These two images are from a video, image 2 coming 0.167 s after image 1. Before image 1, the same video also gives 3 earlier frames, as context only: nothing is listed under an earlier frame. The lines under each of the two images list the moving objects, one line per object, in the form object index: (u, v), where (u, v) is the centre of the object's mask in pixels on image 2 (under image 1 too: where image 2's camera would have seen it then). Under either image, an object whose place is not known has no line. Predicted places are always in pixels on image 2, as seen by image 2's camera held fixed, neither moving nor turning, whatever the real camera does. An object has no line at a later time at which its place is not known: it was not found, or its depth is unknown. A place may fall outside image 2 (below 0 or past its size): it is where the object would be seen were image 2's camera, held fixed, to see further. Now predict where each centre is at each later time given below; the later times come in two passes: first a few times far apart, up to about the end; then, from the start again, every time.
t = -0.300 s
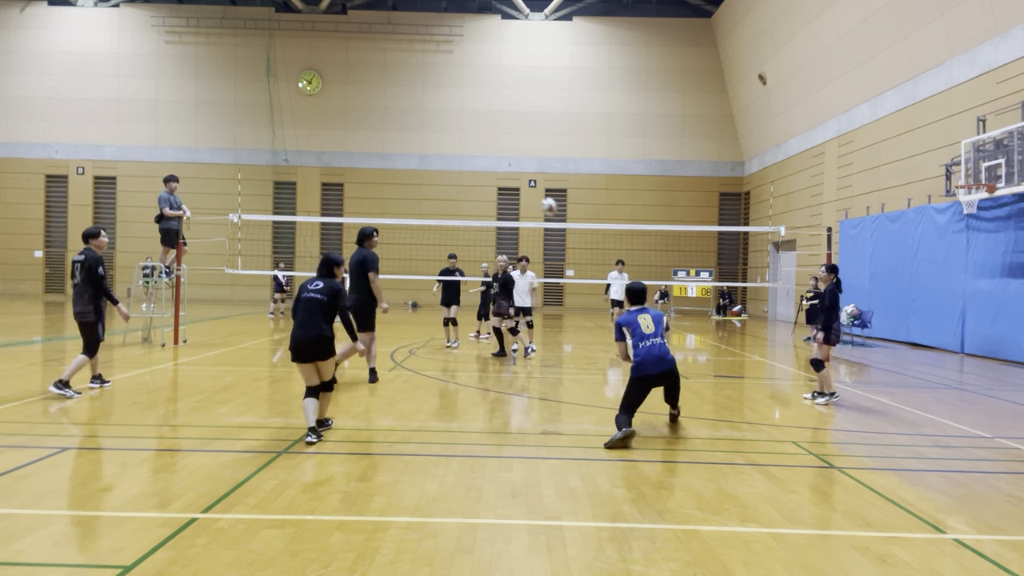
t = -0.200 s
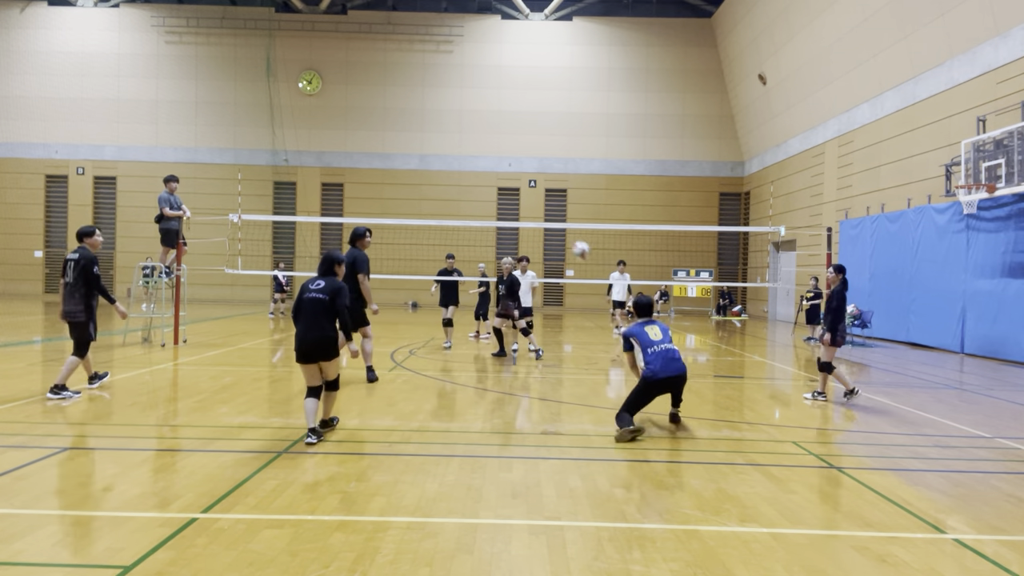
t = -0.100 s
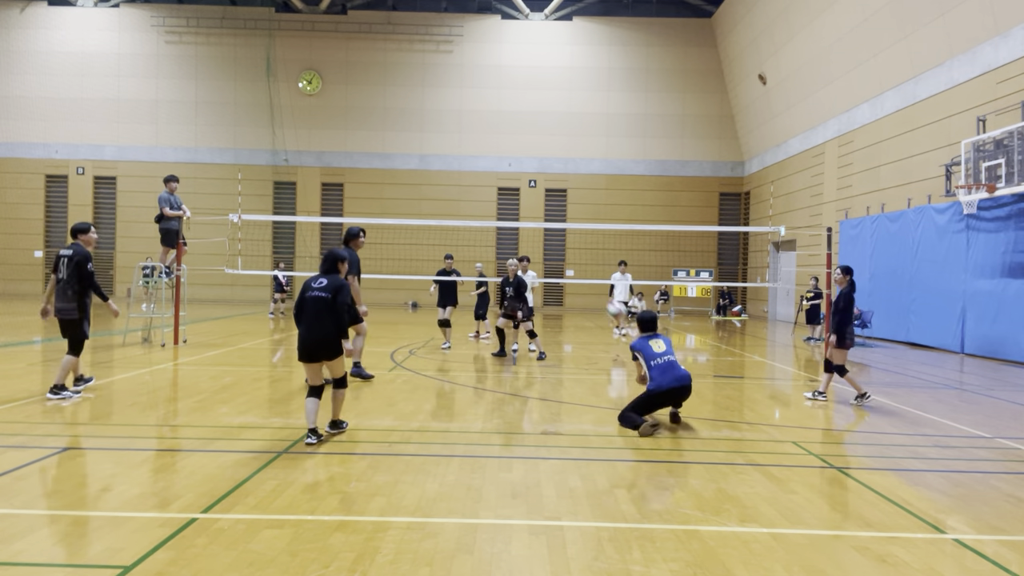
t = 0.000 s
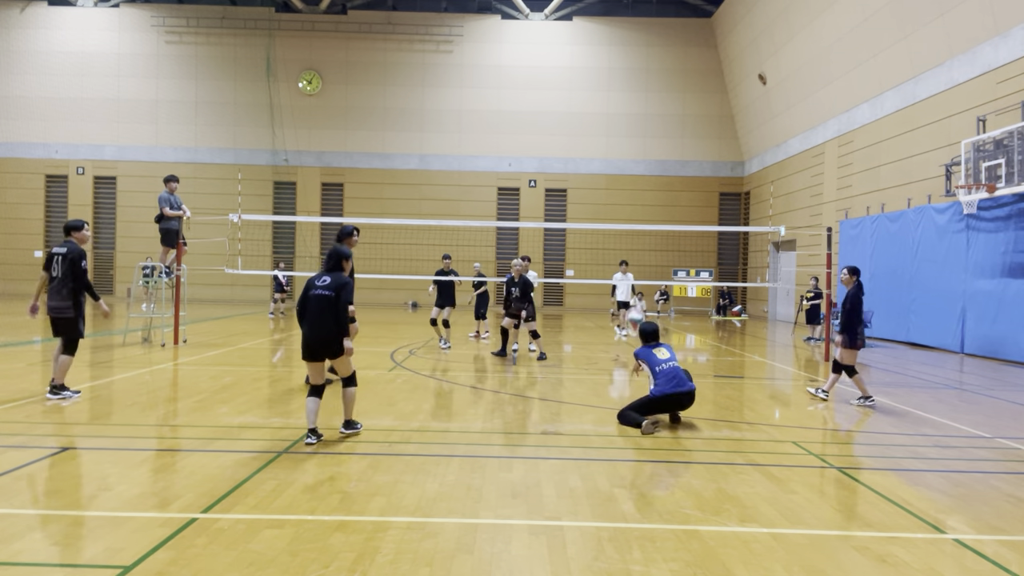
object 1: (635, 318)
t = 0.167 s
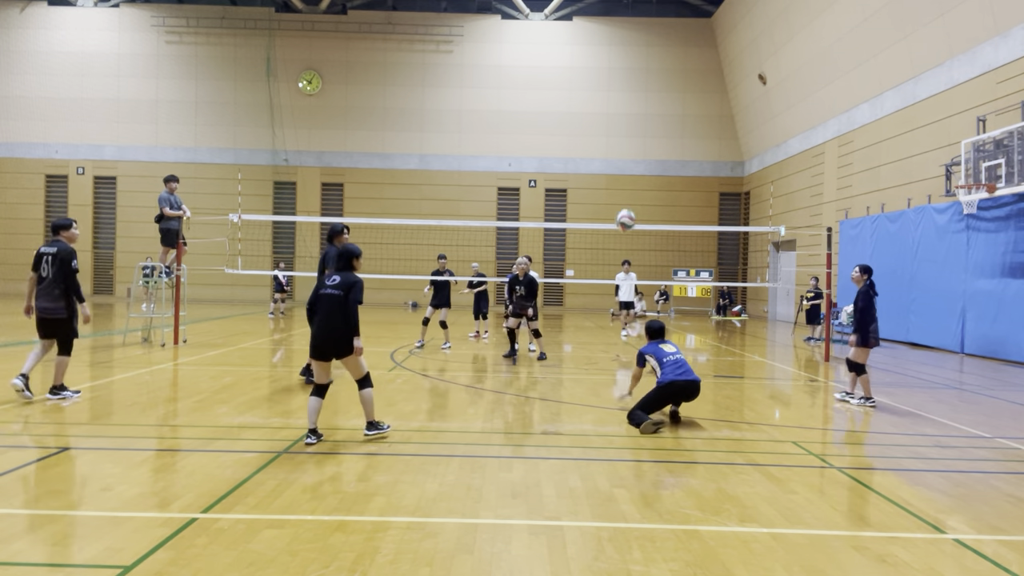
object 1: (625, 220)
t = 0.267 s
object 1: (620, 176)
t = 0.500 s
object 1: (608, 113)
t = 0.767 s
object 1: (594, 104)
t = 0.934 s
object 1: (585, 128)
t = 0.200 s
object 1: (623, 204)
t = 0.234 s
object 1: (622, 189)
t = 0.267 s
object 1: (620, 176)
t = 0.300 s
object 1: (618, 164)
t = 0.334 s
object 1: (617, 152)
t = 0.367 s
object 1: (615, 143)
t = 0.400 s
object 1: (613, 133)
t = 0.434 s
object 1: (611, 126)
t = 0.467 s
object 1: (610, 119)
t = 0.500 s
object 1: (608, 113)
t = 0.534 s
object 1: (606, 108)
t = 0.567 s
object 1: (605, 105)
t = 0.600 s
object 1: (603, 102)
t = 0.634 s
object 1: (601, 101)
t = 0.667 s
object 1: (599, 100)
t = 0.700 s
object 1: (598, 100)
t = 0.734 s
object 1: (596, 101)
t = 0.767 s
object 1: (594, 104)
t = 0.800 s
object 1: (592, 107)
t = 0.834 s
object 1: (591, 110)
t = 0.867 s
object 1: (589, 115)
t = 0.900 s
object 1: (587, 121)
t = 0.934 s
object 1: (585, 128)
